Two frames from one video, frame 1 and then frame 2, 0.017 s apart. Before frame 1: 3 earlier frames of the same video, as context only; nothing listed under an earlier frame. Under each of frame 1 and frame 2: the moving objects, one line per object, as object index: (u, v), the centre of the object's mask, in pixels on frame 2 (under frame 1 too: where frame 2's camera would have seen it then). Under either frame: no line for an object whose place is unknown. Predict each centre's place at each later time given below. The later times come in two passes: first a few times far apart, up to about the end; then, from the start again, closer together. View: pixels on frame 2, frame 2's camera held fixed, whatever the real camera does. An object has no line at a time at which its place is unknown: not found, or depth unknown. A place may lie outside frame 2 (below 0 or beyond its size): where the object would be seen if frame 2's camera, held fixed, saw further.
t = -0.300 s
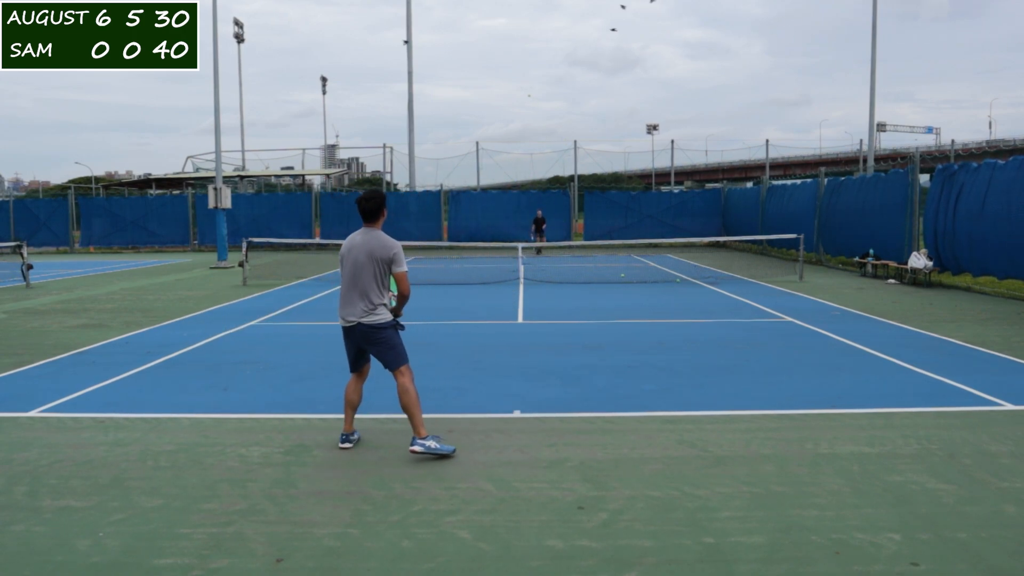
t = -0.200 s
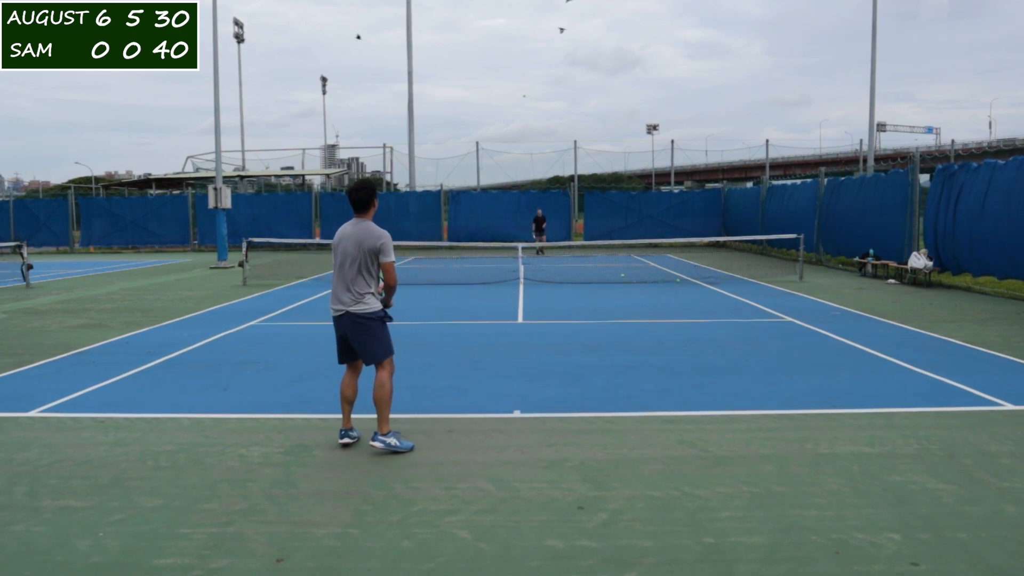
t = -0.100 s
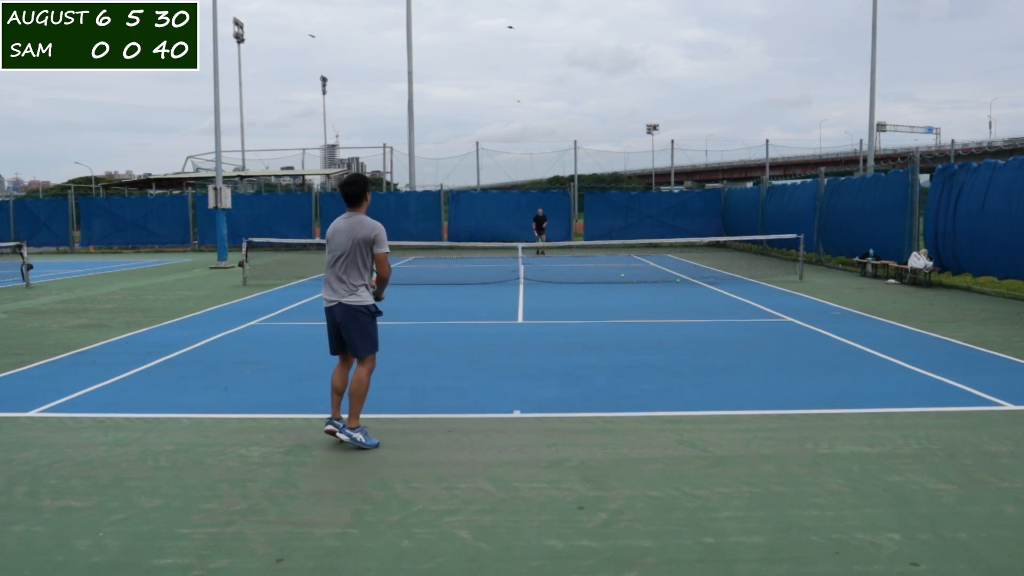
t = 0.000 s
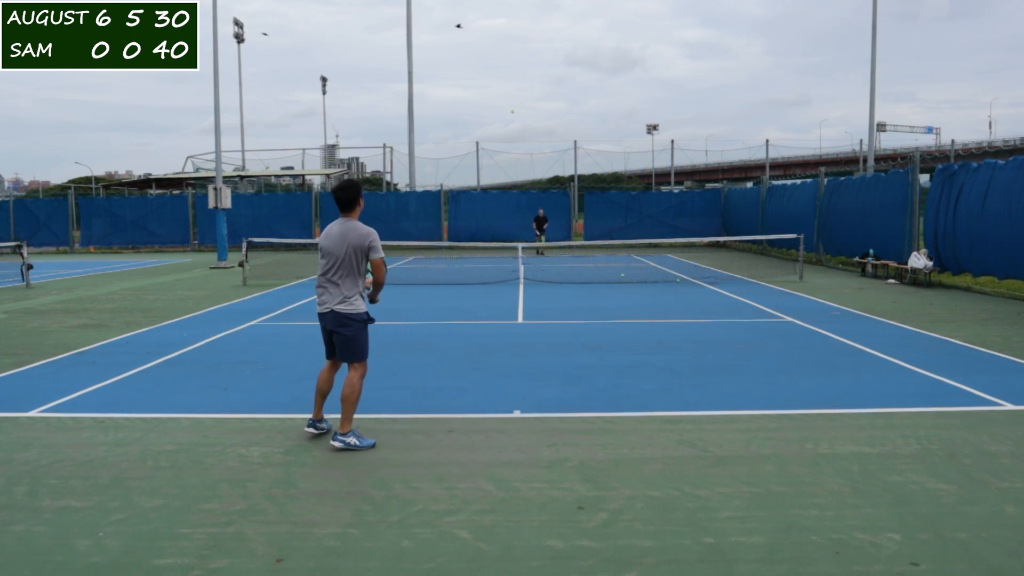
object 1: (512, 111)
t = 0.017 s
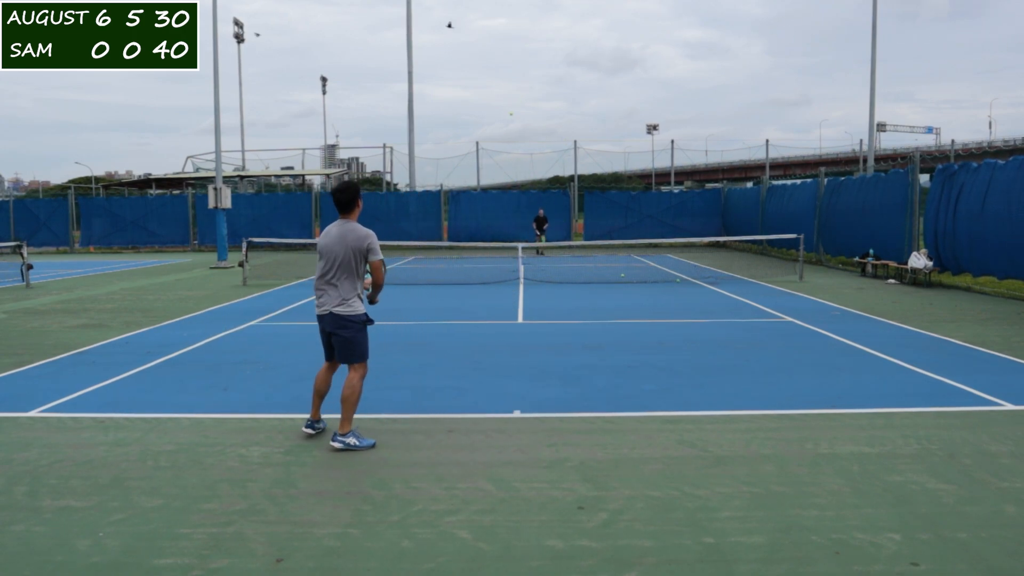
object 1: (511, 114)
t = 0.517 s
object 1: (462, 299)
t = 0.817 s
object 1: (442, 249)
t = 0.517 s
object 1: (462, 299)
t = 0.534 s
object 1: (460, 310)
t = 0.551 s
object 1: (457, 322)
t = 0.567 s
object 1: (455, 334)
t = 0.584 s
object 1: (453, 340)
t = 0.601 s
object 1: (452, 332)
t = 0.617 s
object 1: (452, 325)
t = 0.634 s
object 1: (451, 317)
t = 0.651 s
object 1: (450, 310)
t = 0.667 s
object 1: (449, 303)
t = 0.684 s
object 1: (448, 296)
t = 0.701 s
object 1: (448, 290)
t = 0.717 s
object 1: (447, 283)
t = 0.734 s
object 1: (447, 277)
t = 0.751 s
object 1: (446, 271)
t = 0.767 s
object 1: (445, 265)
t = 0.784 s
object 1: (444, 259)
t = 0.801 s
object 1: (443, 254)
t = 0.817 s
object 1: (442, 249)
